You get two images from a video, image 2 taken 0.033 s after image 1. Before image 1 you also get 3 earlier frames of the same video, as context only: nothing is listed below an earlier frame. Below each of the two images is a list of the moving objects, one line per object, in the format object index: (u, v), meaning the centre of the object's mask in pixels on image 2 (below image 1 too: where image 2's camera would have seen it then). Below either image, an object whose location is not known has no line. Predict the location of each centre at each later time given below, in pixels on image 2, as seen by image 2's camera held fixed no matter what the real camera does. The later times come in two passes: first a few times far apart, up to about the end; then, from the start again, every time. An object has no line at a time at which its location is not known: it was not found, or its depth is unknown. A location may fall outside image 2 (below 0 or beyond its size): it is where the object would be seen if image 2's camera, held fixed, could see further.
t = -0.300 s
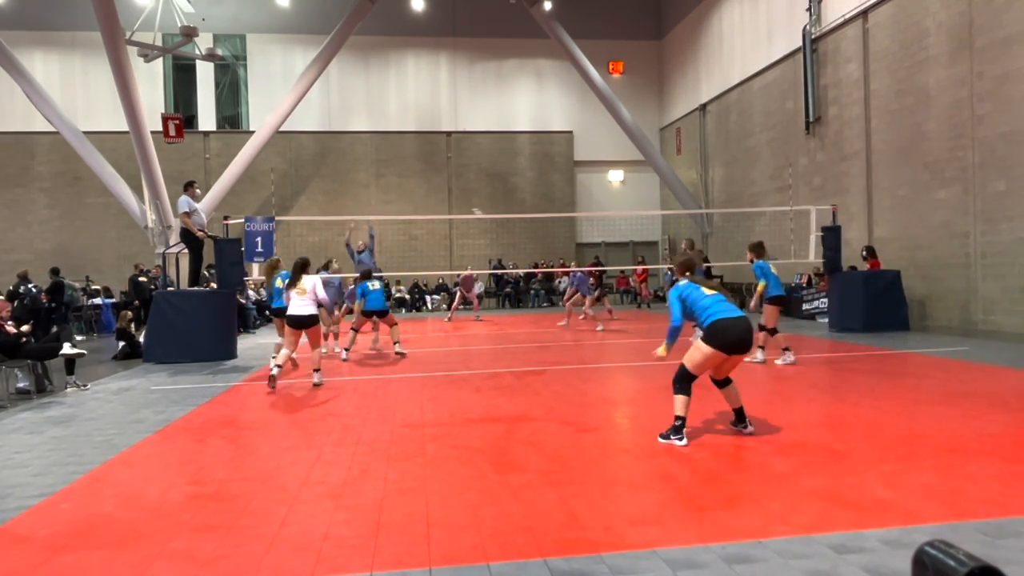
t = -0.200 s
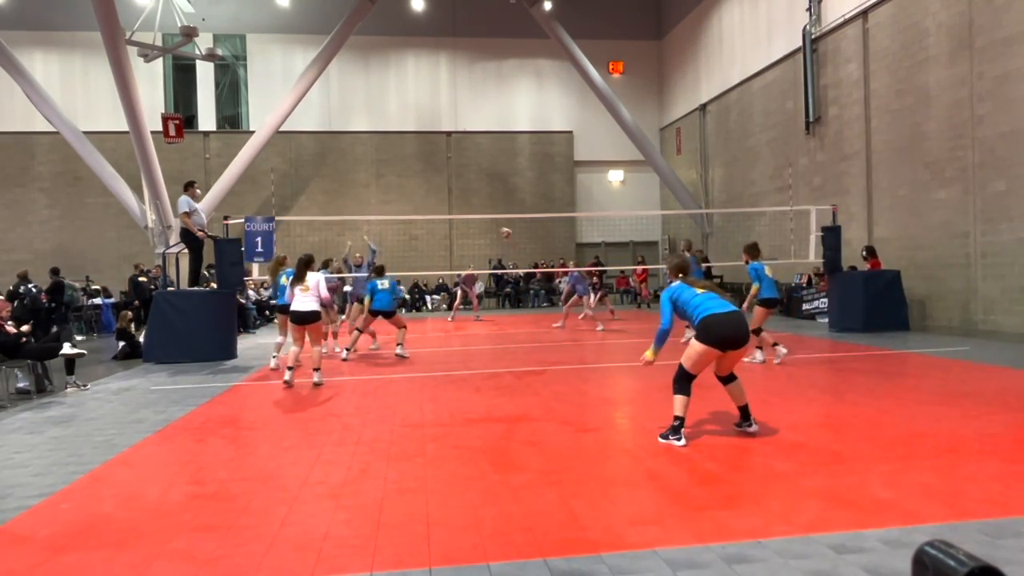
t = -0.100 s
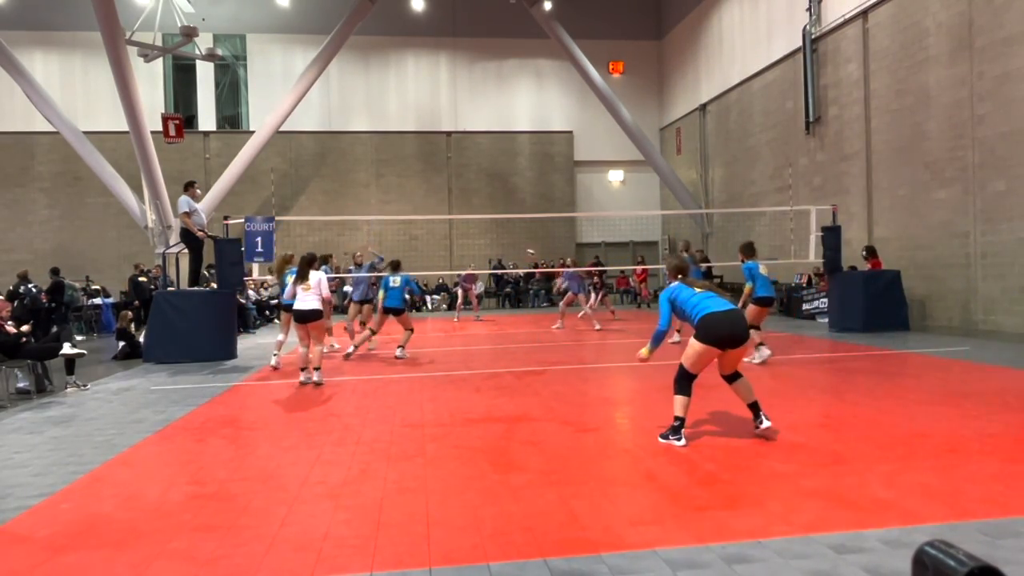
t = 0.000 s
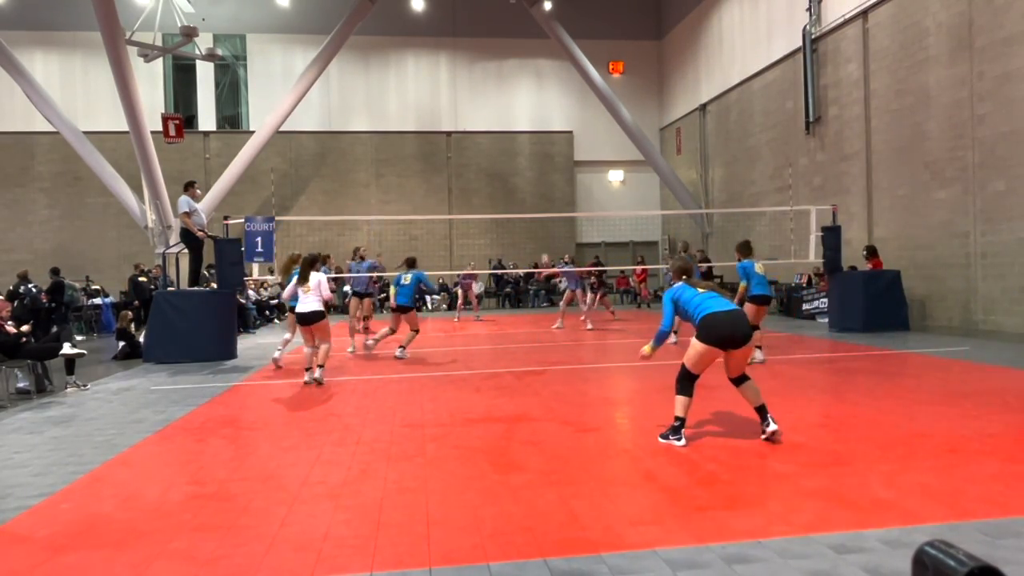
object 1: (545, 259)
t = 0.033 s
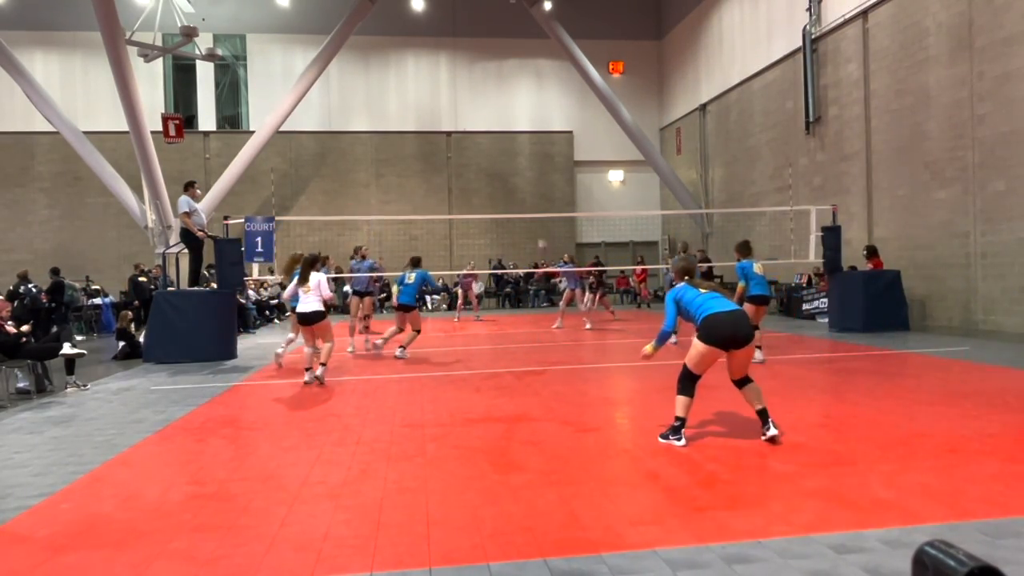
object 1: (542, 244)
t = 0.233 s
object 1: (520, 165)
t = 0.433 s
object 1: (499, 105)
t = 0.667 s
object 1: (474, 53)
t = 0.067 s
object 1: (537, 228)
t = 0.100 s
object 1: (533, 216)
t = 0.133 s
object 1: (530, 202)
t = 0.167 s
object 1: (528, 194)
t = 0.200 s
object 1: (523, 177)
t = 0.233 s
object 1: (520, 165)
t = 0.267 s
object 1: (516, 153)
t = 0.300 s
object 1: (512, 142)
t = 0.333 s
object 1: (510, 132)
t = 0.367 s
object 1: (506, 123)
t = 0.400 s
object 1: (502, 114)
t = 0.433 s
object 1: (499, 105)
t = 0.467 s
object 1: (495, 95)
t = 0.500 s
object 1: (491, 87)
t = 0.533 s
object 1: (488, 79)
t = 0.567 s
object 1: (484, 73)
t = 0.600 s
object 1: (481, 65)
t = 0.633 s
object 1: (478, 59)
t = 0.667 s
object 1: (474, 53)
